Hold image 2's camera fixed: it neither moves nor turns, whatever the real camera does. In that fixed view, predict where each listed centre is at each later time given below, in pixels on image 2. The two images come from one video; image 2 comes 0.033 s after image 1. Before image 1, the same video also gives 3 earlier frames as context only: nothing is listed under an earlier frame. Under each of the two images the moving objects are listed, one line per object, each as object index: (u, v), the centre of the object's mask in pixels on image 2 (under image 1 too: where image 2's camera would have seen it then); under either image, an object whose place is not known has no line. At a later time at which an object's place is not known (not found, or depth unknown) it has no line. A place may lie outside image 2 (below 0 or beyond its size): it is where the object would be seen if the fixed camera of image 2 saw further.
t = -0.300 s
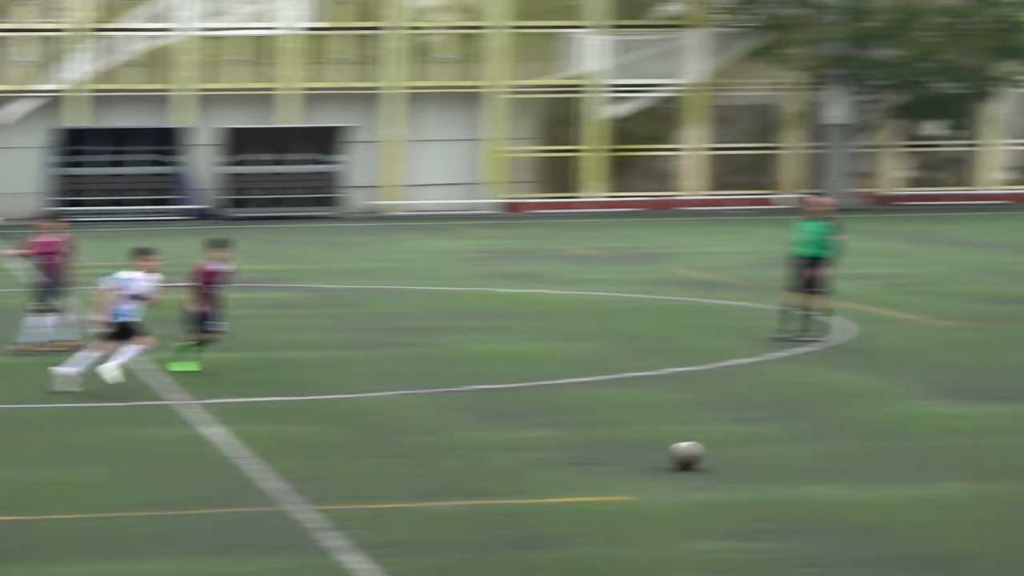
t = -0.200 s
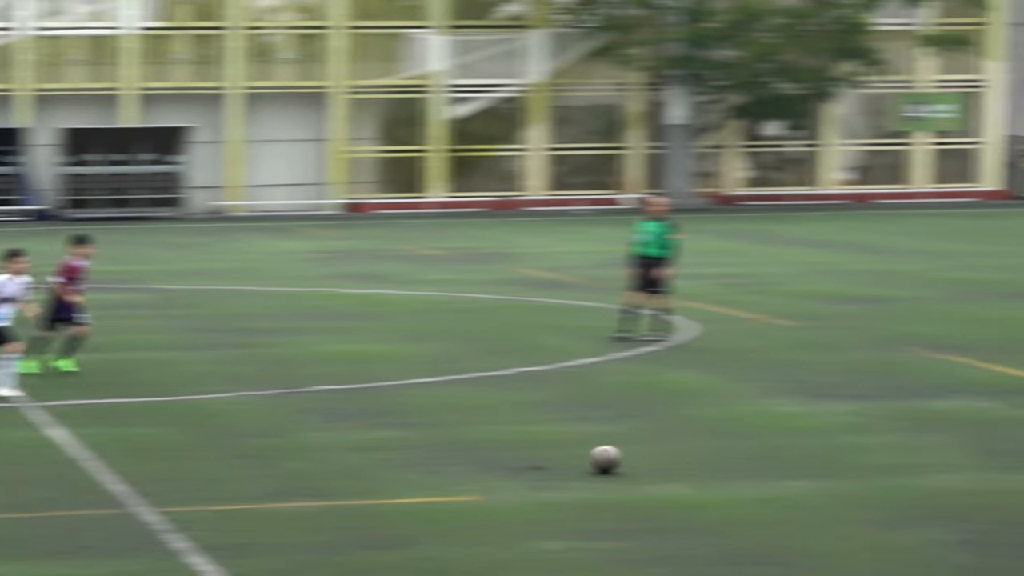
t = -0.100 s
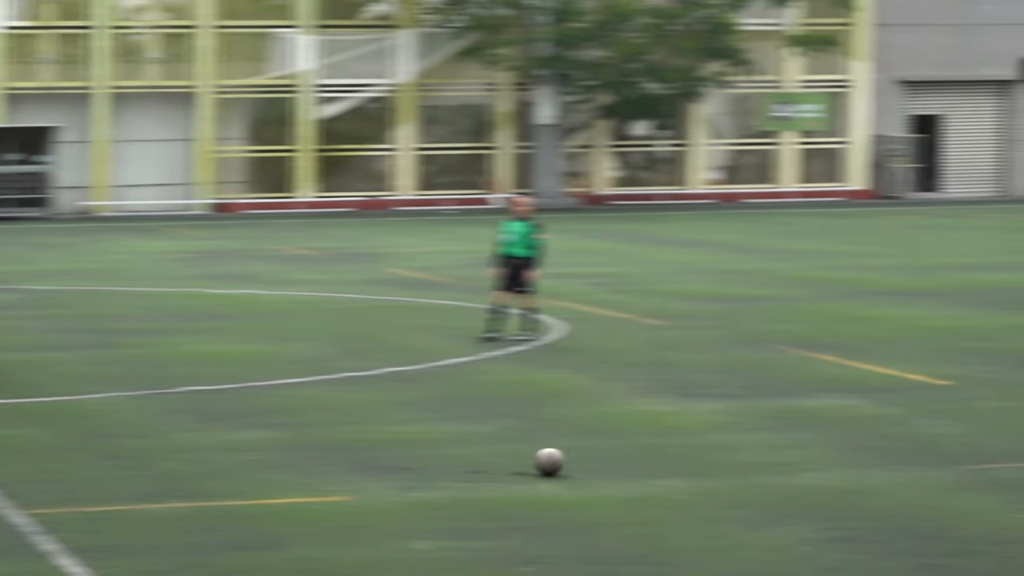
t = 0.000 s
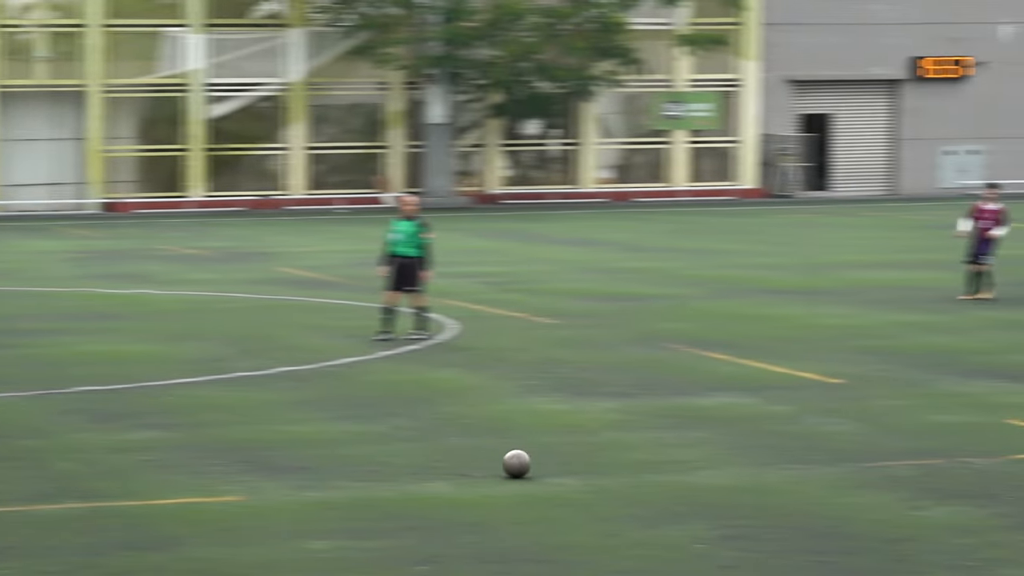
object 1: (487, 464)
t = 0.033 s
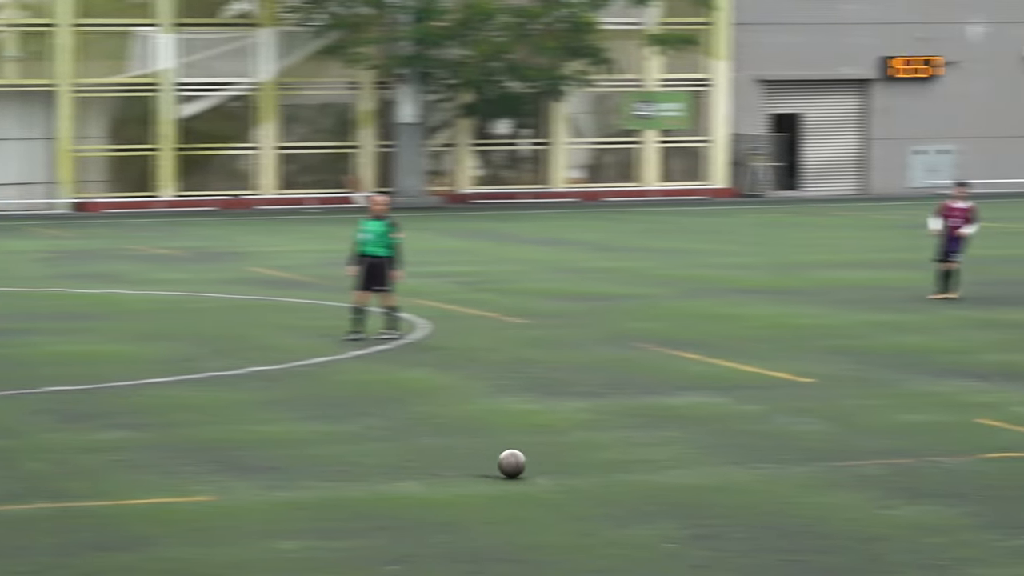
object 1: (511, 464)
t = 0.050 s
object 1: (523, 464)
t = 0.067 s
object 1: (534, 465)
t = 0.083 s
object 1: (546, 466)
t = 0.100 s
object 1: (557, 467)
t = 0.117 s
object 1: (567, 468)
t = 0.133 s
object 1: (579, 467)
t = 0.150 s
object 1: (589, 468)
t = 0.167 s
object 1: (600, 468)
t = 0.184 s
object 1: (610, 469)
